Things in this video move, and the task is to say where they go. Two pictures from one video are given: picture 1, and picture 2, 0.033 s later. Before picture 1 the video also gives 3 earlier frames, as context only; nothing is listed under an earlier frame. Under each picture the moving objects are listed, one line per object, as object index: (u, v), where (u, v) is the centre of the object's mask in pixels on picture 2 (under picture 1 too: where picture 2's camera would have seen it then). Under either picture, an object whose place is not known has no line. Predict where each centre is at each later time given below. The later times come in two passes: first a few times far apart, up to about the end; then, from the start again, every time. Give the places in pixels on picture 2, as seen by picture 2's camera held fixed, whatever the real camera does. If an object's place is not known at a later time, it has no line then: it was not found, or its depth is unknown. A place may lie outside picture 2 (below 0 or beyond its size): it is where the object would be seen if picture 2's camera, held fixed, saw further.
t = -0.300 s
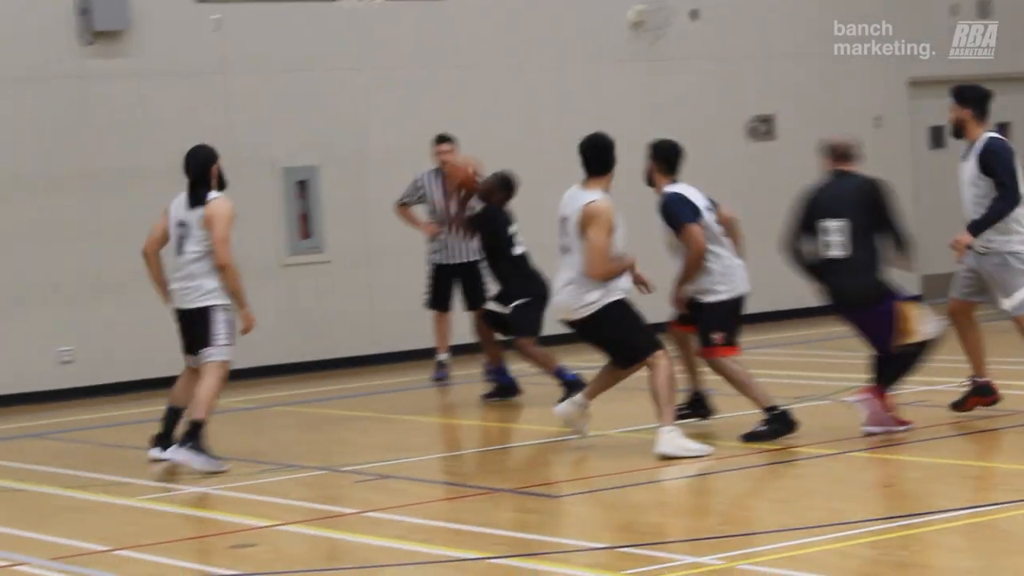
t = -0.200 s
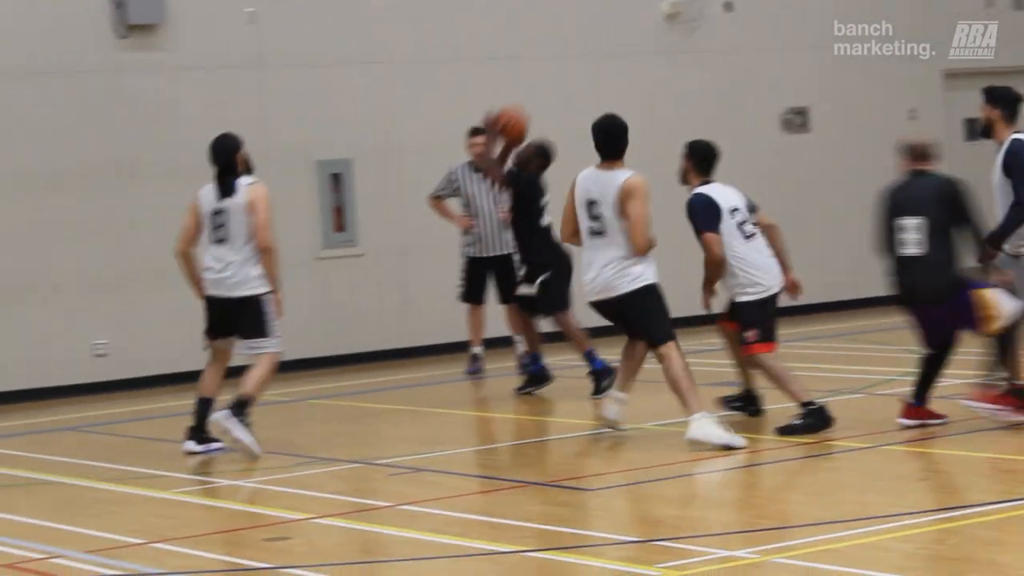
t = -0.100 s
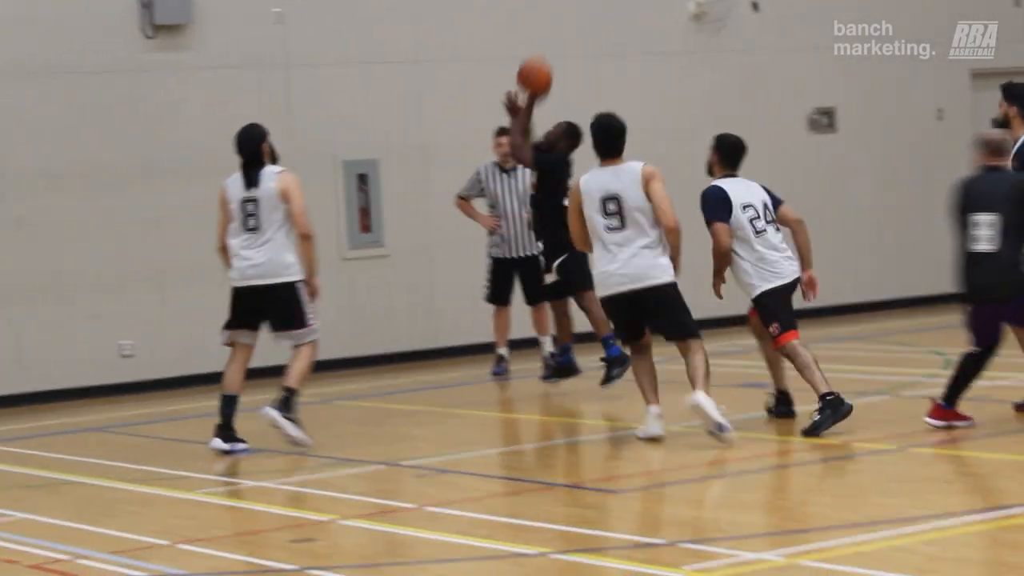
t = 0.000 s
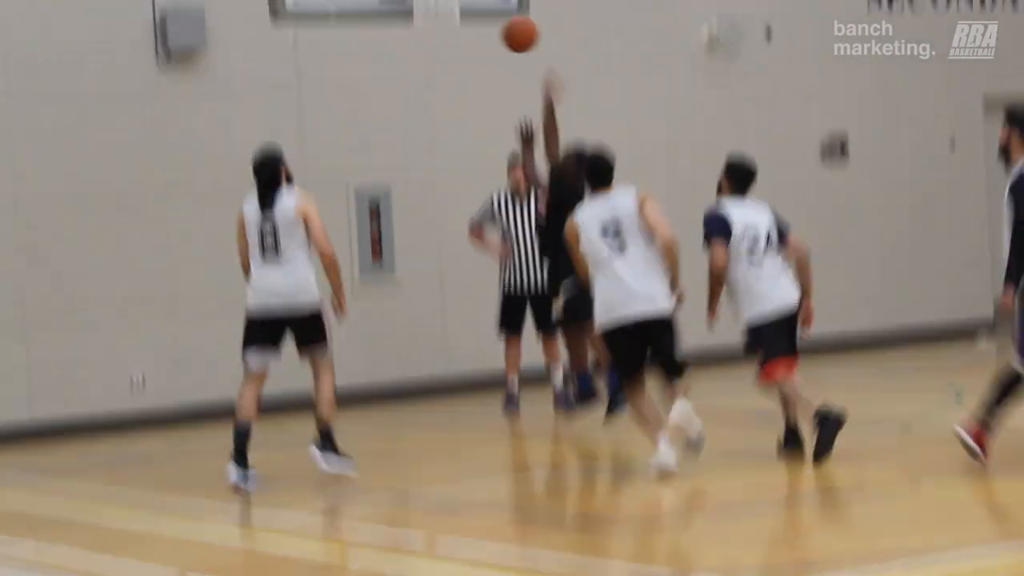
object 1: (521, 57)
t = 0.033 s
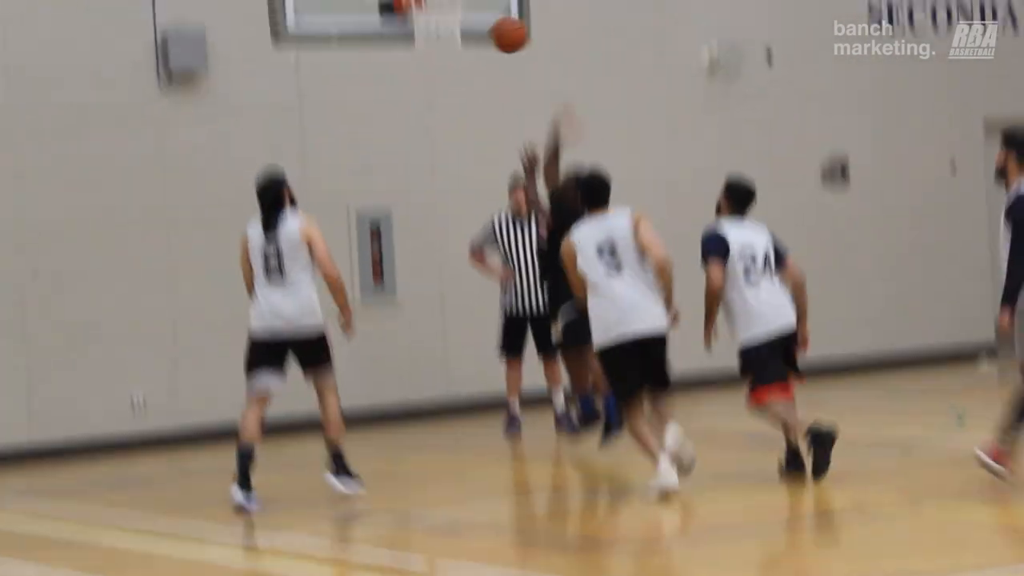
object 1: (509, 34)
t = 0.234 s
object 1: (459, -47)
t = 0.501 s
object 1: (445, -34)
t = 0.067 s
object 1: (496, 15)
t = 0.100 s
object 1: (484, -5)
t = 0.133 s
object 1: (473, -24)
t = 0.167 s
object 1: (464, -35)
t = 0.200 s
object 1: (461, -43)
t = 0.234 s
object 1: (459, -47)
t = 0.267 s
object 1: (457, -50)
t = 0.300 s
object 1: (455, -53)
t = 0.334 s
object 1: (453, -53)
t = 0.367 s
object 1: (451, -53)
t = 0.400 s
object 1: (450, -51)
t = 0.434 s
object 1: (448, -47)
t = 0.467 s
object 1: (447, -42)
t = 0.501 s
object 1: (445, -34)
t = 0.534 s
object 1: (443, -30)
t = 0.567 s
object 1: (442, -15)
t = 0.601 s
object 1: (444, 2)
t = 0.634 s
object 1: (439, 10)
